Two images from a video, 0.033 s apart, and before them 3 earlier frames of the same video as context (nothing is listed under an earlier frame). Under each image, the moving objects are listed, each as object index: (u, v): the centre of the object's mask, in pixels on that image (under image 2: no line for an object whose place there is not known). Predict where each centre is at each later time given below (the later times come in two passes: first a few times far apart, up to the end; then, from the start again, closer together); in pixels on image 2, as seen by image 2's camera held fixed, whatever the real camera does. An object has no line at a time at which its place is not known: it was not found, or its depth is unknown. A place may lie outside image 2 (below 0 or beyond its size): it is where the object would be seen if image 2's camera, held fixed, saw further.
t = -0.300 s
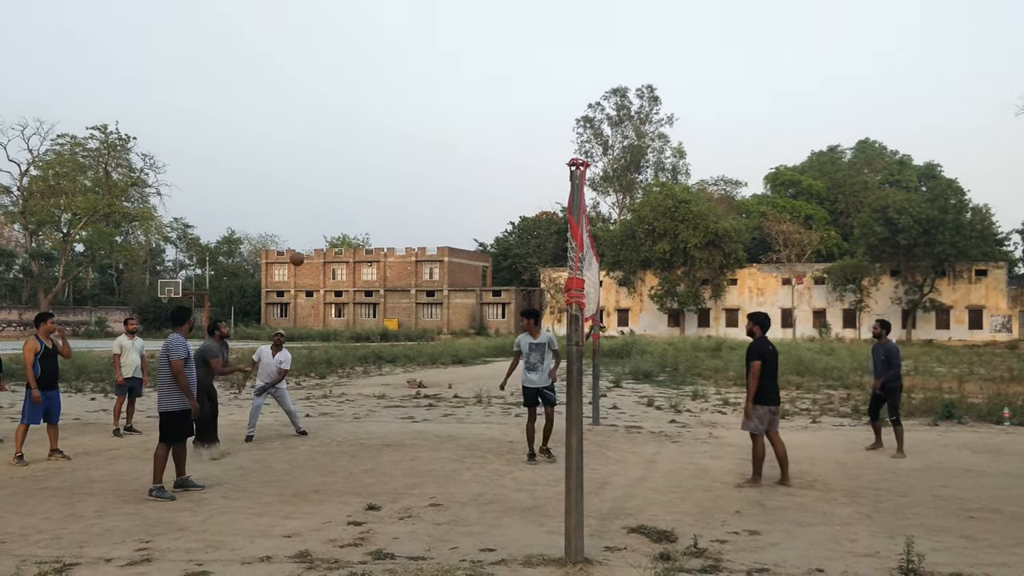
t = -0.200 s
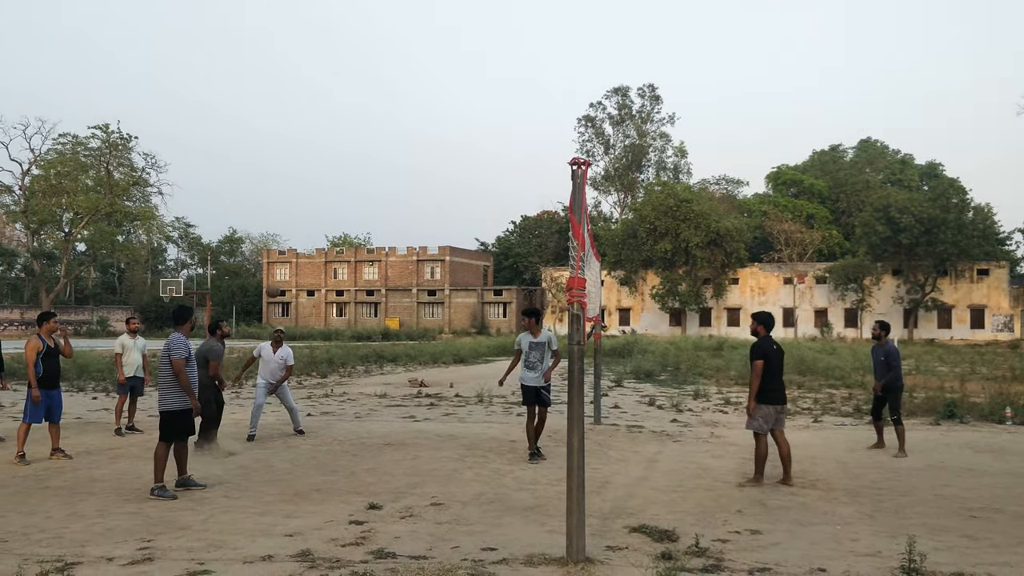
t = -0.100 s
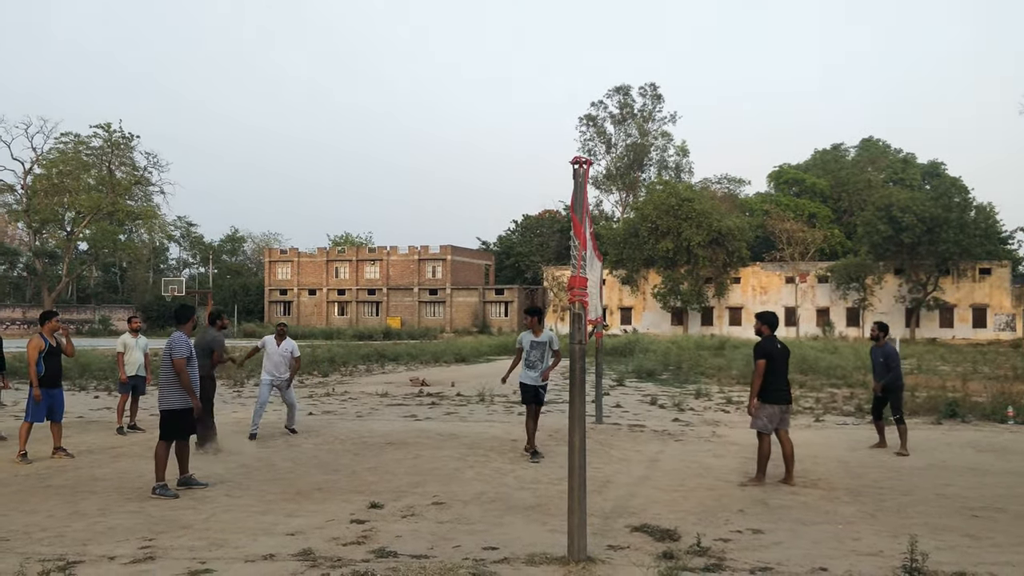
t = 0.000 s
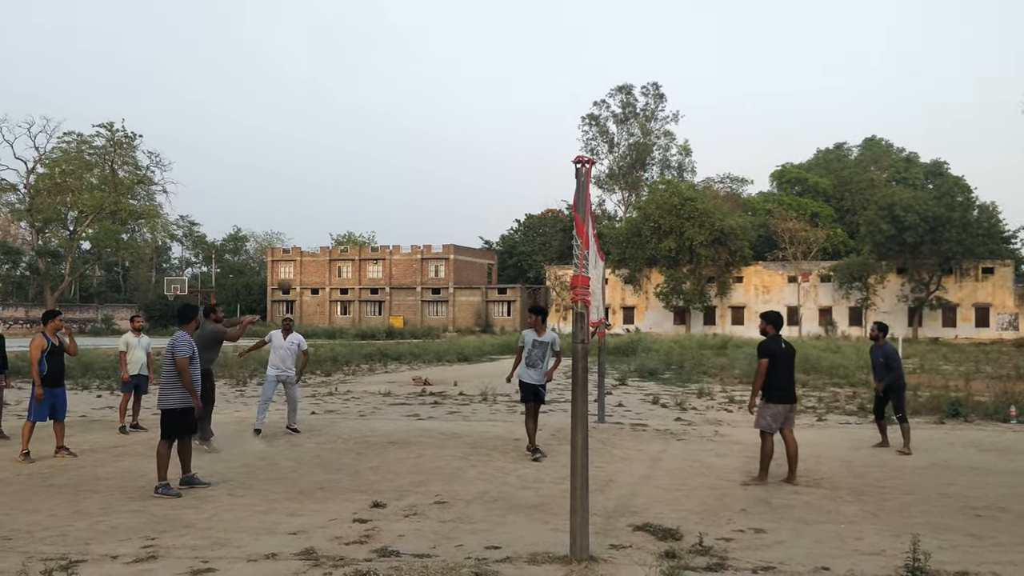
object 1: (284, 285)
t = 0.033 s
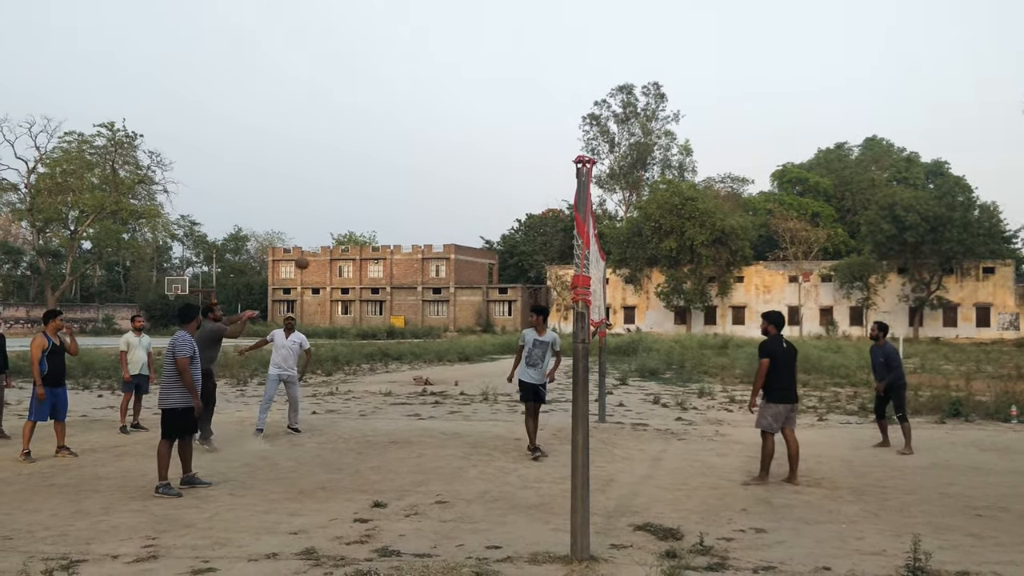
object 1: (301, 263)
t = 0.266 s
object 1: (420, 133)
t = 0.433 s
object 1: (506, 66)
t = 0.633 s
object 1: (606, 20)
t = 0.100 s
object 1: (336, 221)
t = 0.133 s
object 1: (352, 202)
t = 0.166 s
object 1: (369, 183)
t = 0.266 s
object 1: (420, 133)
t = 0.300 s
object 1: (437, 118)
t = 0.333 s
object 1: (454, 103)
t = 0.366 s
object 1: (471, 90)
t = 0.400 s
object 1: (489, 77)
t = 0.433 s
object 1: (506, 66)
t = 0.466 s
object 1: (523, 56)
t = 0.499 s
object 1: (541, 47)
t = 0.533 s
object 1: (558, 39)
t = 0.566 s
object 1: (574, 32)
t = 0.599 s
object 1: (590, 26)
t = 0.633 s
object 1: (606, 20)
